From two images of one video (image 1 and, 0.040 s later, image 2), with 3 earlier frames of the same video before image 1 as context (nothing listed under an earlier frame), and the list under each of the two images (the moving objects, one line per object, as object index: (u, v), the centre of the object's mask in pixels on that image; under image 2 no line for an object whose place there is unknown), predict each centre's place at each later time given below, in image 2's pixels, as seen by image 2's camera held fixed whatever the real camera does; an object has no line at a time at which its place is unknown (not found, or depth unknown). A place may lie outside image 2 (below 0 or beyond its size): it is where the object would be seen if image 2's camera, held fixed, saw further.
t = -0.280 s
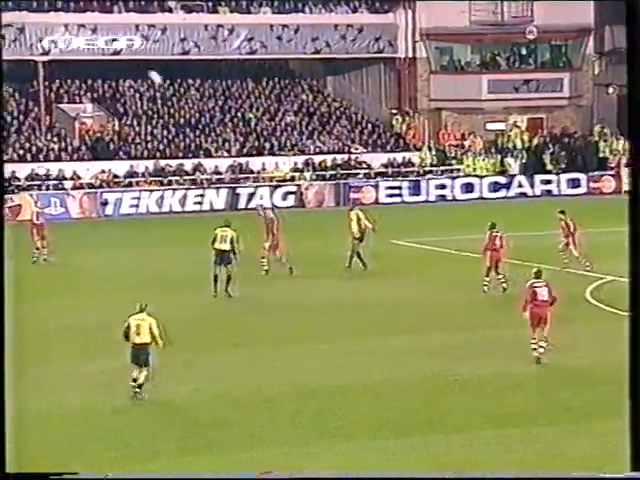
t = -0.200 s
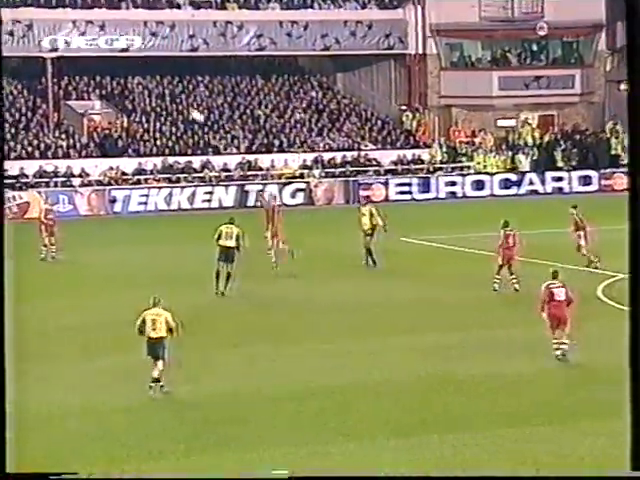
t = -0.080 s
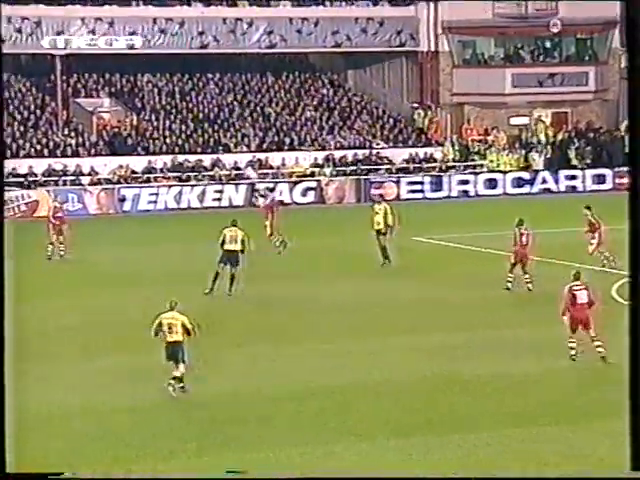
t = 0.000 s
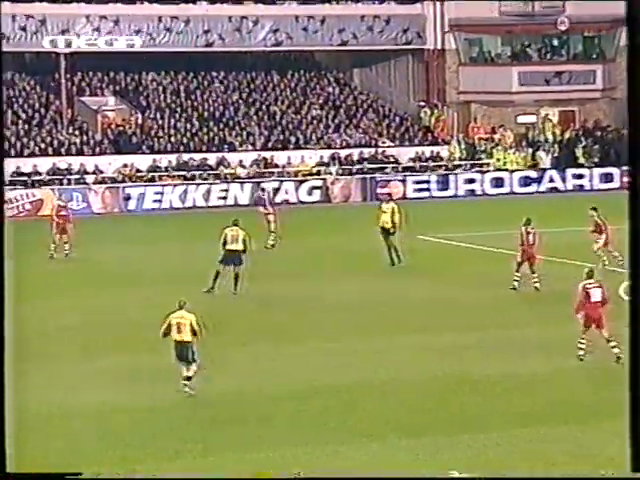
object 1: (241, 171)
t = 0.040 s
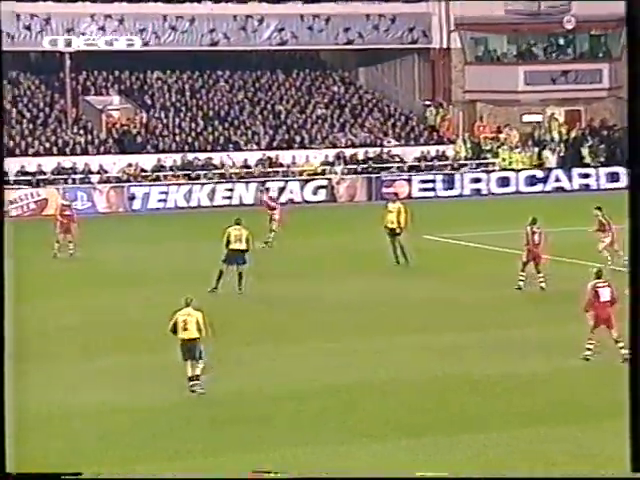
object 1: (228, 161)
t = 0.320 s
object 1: (90, 102)
